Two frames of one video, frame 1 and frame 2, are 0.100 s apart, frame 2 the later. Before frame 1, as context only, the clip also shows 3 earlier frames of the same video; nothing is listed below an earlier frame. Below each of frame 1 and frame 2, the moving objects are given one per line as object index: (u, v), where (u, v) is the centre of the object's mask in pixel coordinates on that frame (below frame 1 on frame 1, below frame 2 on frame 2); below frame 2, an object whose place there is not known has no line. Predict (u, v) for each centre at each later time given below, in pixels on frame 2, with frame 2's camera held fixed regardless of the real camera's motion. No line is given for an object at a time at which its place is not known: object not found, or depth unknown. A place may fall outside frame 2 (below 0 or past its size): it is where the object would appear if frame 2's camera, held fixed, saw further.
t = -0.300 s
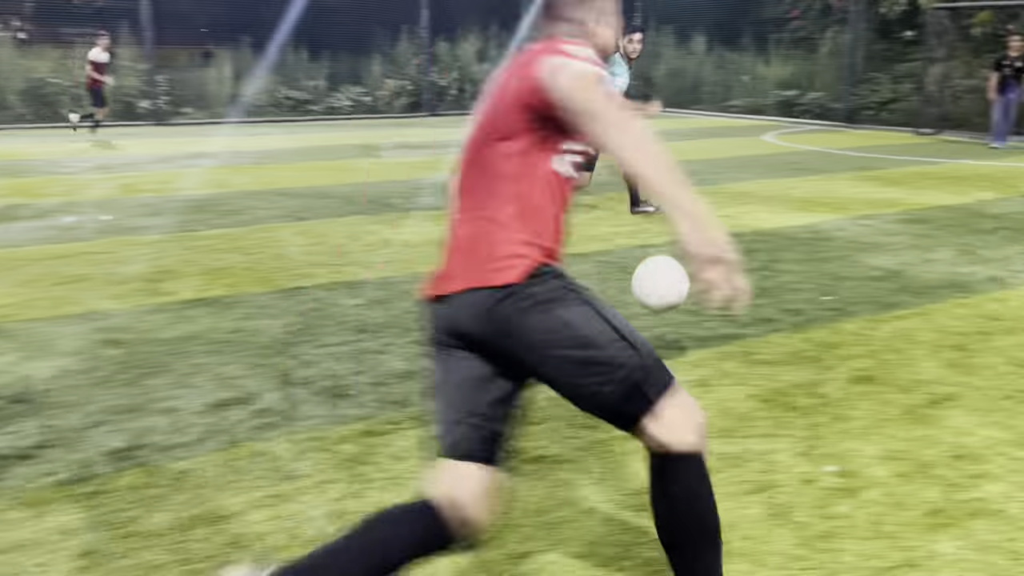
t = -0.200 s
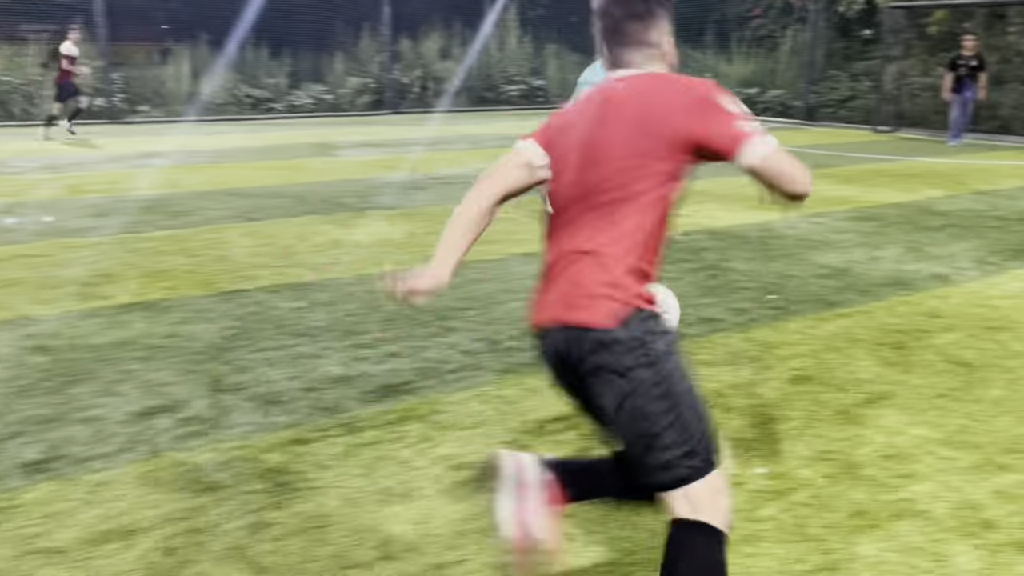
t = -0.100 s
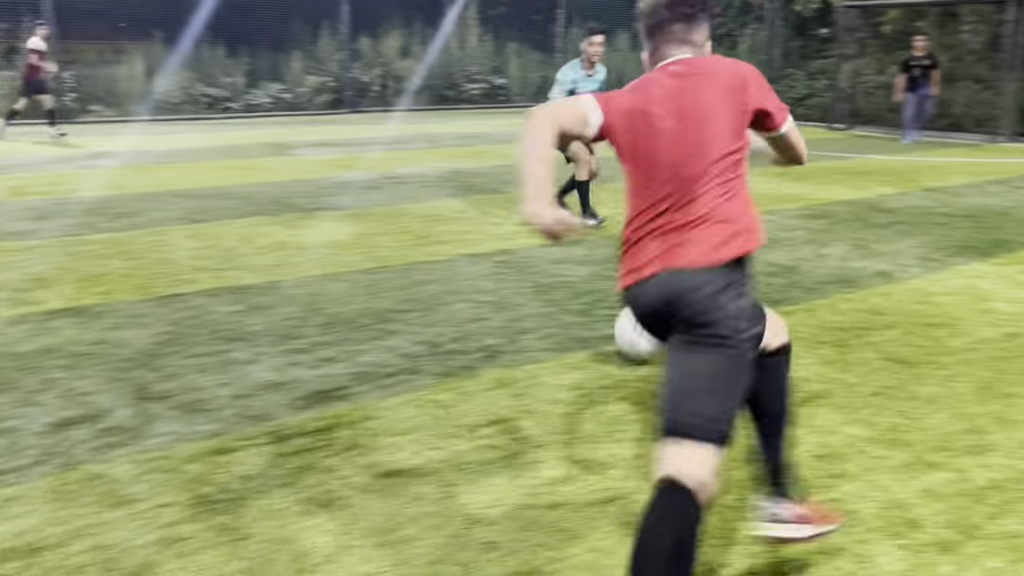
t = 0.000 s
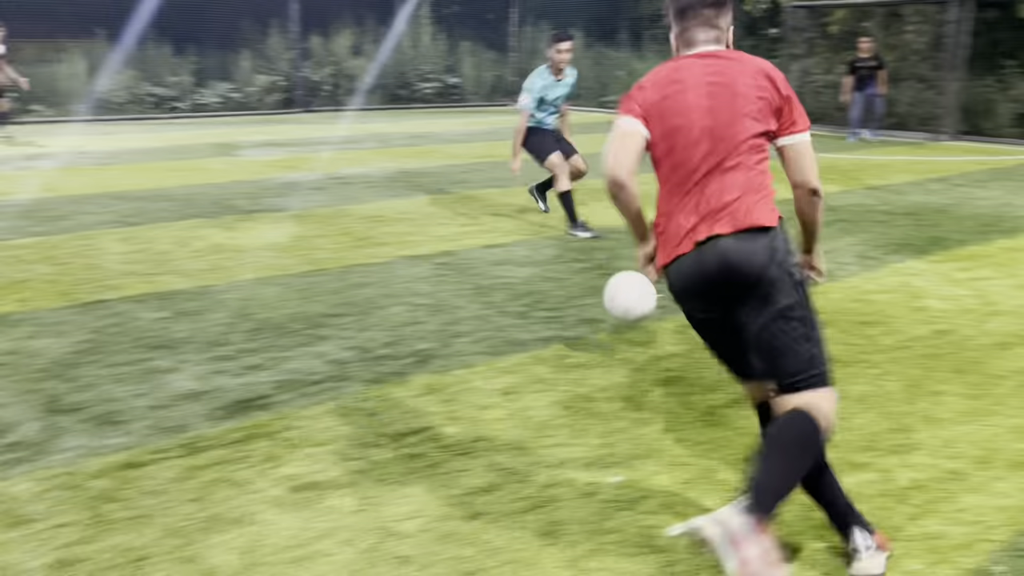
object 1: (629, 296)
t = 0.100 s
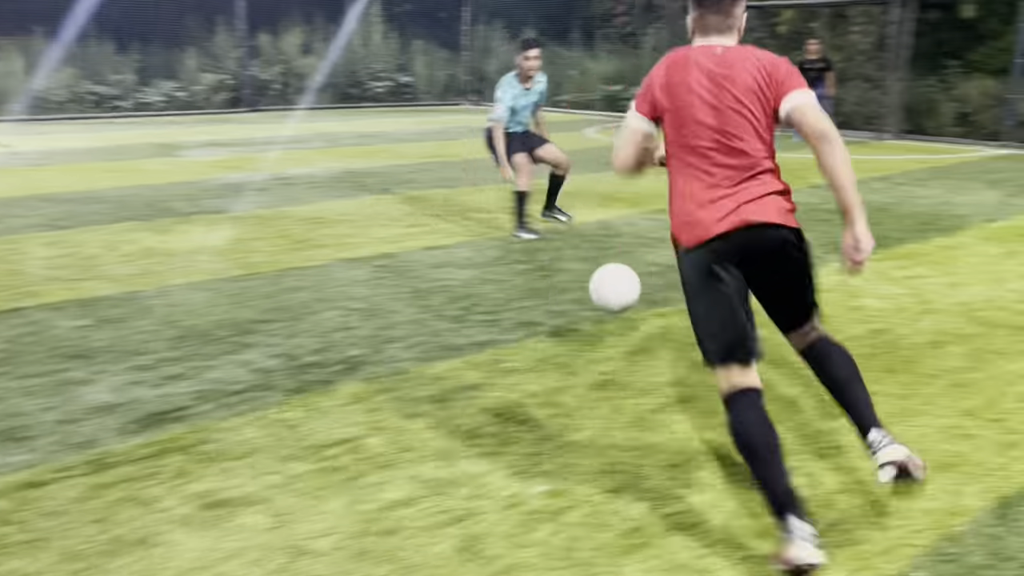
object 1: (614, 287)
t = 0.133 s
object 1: (629, 288)
